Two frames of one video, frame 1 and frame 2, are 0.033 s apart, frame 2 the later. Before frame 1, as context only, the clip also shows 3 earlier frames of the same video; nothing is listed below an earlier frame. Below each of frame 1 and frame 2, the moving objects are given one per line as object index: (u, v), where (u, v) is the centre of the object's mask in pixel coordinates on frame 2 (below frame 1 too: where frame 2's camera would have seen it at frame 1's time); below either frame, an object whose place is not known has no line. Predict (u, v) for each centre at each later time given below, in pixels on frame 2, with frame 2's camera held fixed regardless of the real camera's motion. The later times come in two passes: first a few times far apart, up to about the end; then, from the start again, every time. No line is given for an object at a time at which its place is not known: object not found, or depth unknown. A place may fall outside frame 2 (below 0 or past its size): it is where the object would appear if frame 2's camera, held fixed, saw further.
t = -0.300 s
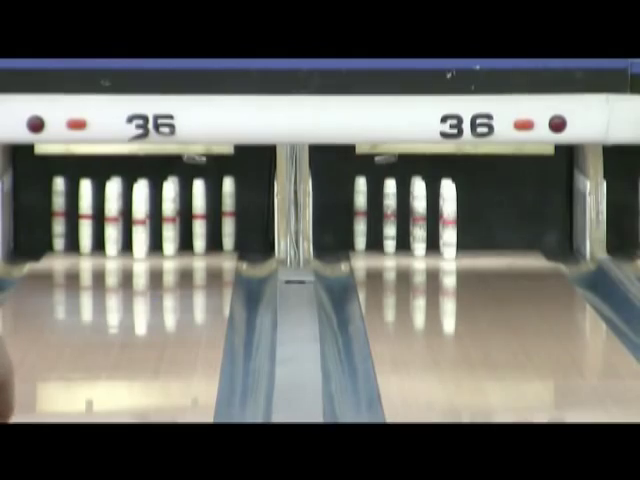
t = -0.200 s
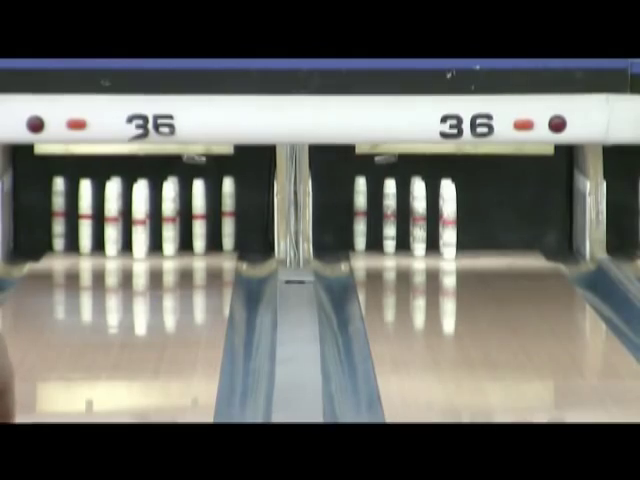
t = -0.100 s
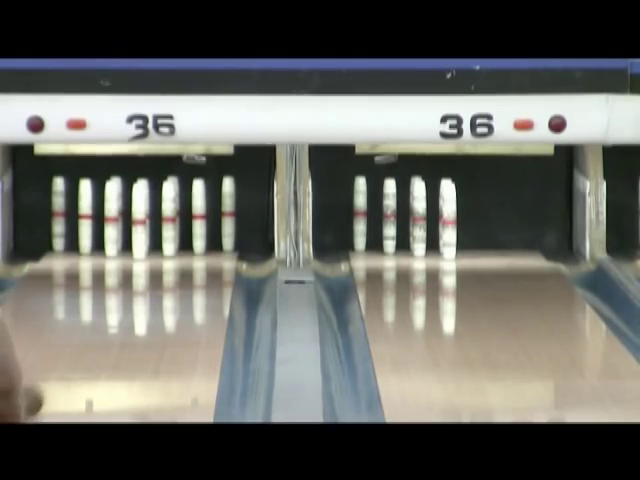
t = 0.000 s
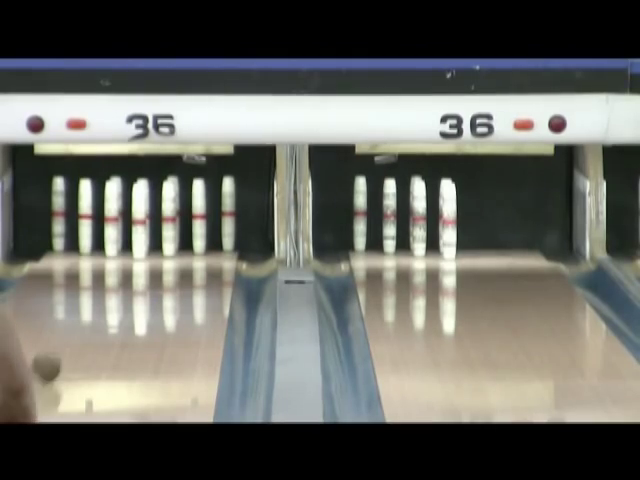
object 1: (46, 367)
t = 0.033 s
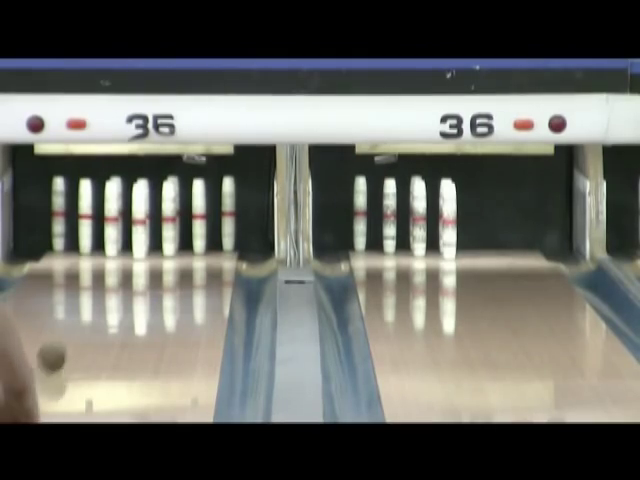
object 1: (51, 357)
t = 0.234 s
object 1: (78, 308)
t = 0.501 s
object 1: (106, 257)
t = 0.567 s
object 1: (112, 248)
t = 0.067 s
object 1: (56, 347)
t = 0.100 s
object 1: (61, 339)
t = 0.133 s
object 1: (66, 331)
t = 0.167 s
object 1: (70, 323)
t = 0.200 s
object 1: (74, 315)
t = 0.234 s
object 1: (78, 308)
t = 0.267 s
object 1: (82, 301)
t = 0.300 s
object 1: (86, 293)
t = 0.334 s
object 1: (90, 287)
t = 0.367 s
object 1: (94, 280)
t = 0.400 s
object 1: (97, 274)
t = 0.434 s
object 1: (100, 268)
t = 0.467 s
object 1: (103, 263)
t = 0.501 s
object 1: (106, 257)
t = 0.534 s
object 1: (109, 253)
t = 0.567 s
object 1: (112, 248)
